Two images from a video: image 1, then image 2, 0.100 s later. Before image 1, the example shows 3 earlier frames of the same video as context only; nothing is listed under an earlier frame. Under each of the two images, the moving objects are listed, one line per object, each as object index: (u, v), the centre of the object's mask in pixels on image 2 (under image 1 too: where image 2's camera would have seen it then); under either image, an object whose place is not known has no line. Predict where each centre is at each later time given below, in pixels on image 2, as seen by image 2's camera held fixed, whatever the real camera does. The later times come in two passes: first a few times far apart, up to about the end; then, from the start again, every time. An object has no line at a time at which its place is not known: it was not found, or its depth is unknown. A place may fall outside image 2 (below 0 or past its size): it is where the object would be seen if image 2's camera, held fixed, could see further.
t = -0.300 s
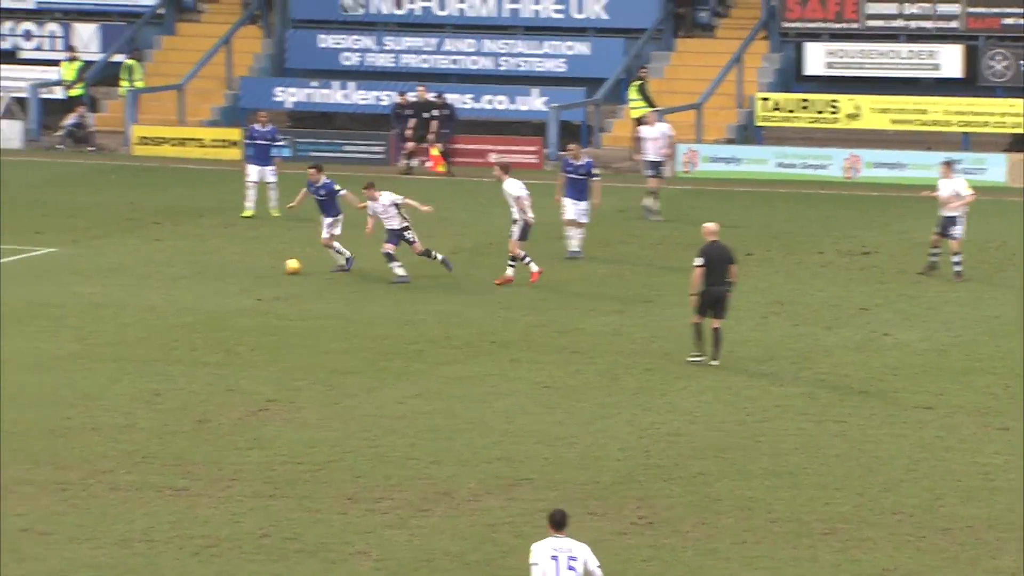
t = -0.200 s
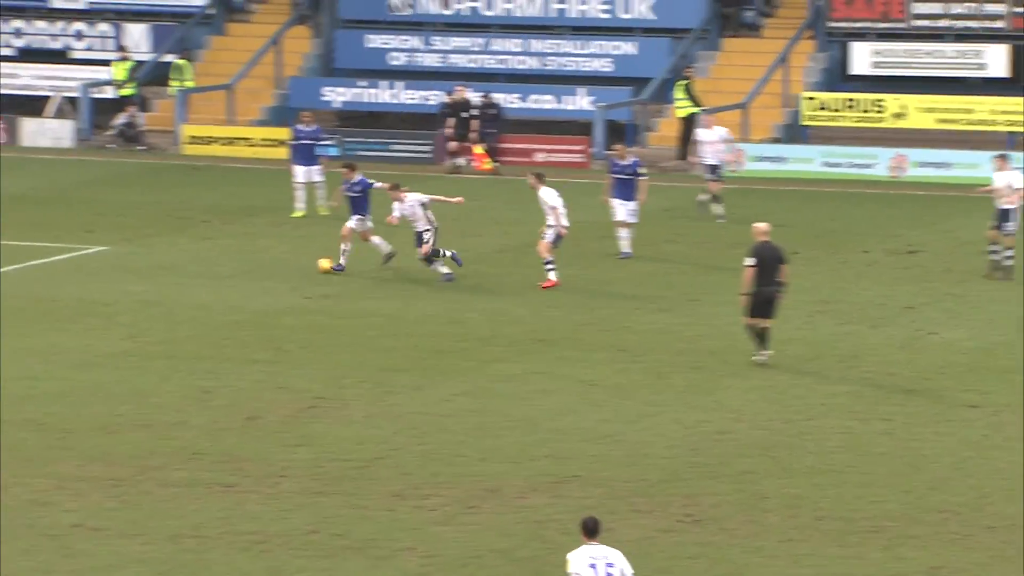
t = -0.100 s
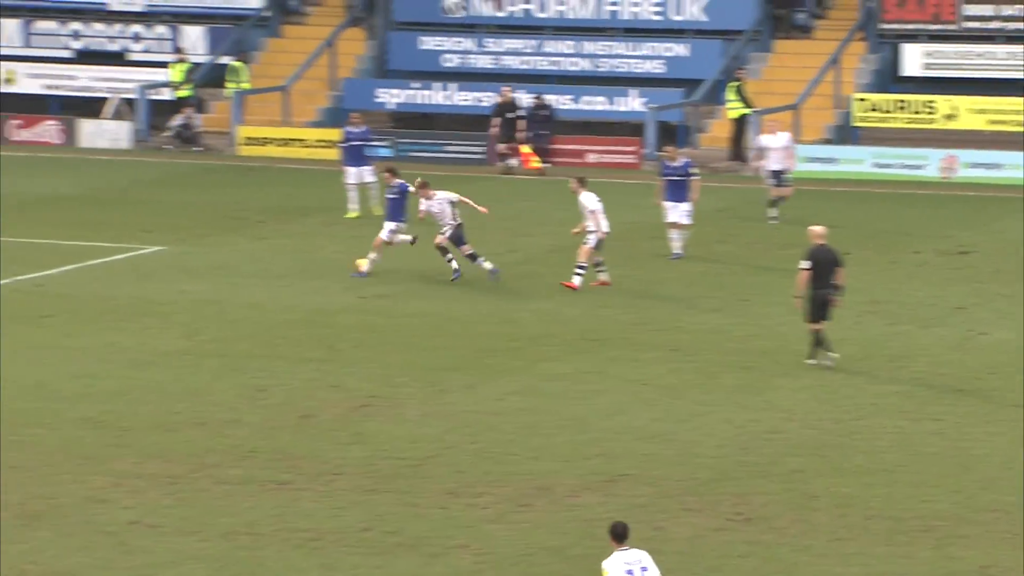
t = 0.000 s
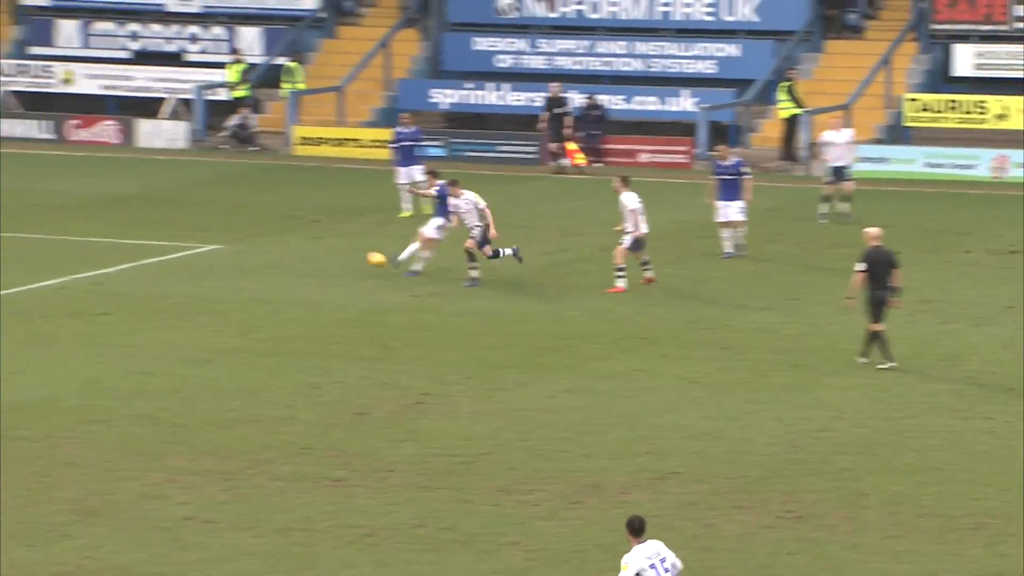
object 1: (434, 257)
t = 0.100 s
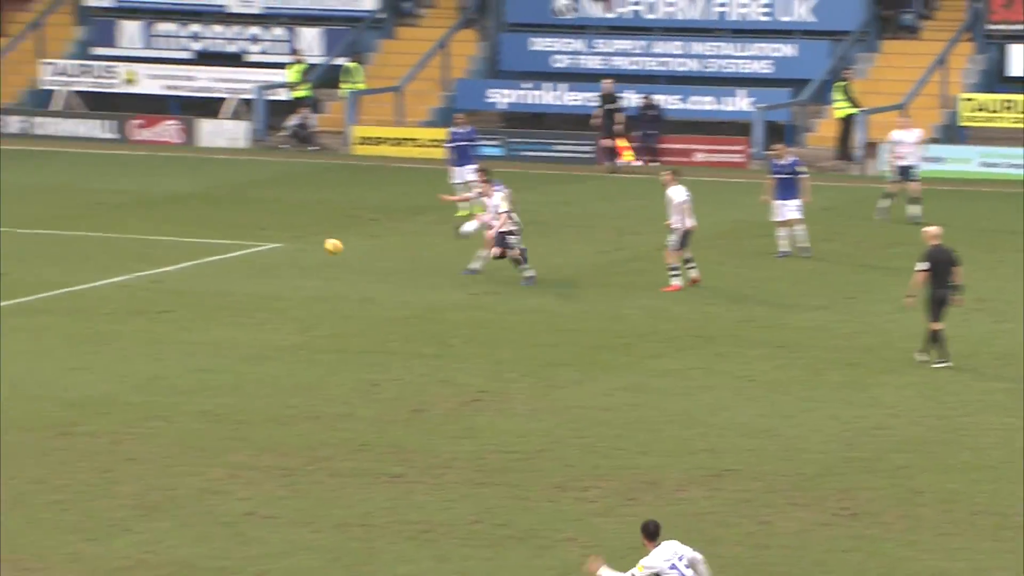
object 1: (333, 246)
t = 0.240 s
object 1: (191, 243)
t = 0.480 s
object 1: (-63, 274)
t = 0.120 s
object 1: (313, 245)
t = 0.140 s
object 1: (292, 243)
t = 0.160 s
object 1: (272, 242)
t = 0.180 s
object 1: (252, 242)
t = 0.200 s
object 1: (231, 241)
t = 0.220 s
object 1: (211, 242)
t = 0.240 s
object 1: (191, 243)
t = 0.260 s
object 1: (171, 243)
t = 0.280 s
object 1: (150, 245)
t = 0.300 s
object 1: (129, 246)
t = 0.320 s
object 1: (109, 248)
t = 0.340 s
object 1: (88, 250)
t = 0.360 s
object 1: (67, 252)
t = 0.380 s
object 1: (45, 255)
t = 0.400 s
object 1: (24, 257)
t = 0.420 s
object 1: (3, 261)
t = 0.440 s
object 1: (-19, 265)
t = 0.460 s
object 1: (-40, 269)
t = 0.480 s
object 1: (-63, 274)
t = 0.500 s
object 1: (-85, 279)
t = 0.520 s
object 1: (-107, 285)
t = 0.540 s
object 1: (-130, 291)
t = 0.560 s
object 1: (-153, 298)
